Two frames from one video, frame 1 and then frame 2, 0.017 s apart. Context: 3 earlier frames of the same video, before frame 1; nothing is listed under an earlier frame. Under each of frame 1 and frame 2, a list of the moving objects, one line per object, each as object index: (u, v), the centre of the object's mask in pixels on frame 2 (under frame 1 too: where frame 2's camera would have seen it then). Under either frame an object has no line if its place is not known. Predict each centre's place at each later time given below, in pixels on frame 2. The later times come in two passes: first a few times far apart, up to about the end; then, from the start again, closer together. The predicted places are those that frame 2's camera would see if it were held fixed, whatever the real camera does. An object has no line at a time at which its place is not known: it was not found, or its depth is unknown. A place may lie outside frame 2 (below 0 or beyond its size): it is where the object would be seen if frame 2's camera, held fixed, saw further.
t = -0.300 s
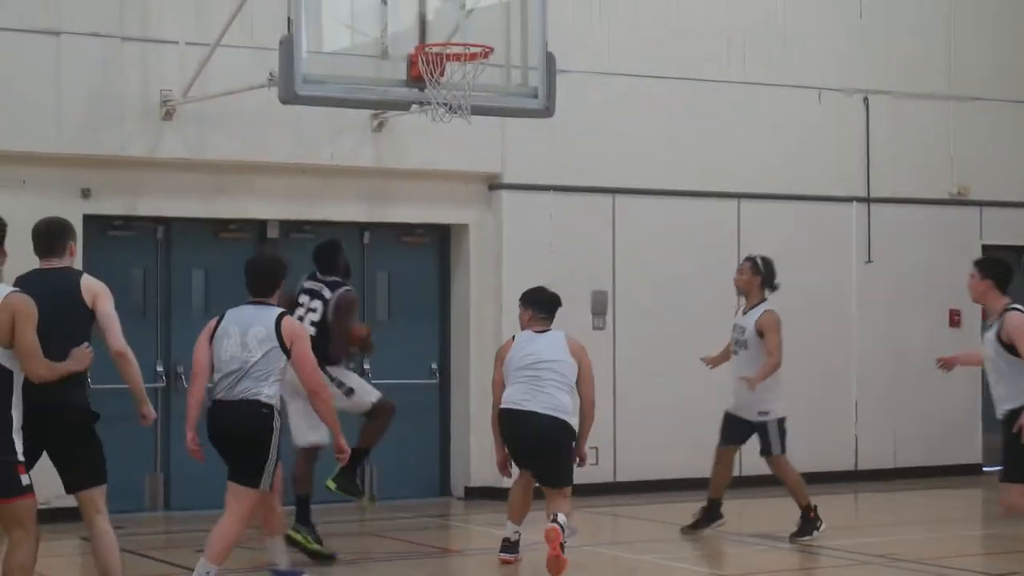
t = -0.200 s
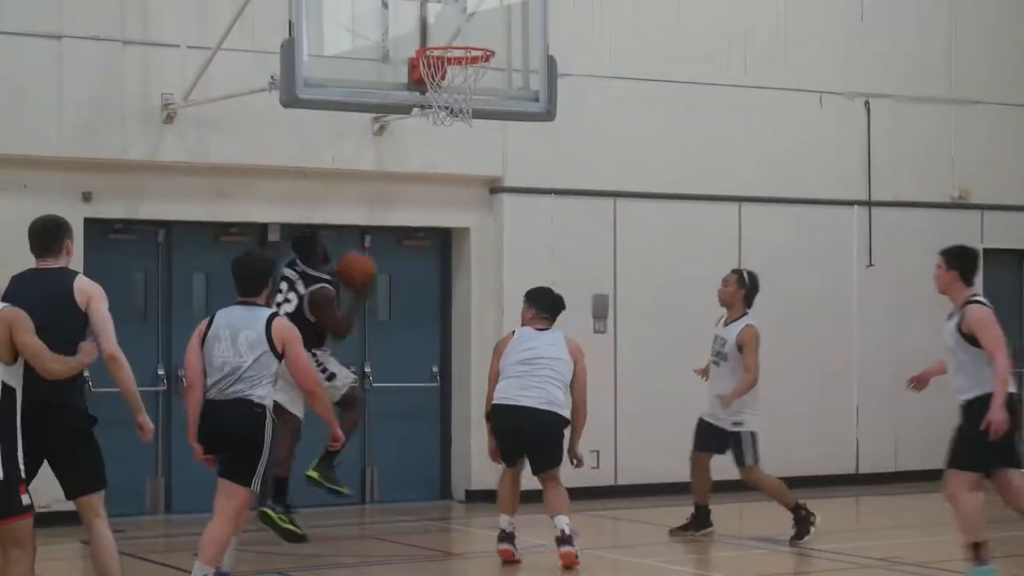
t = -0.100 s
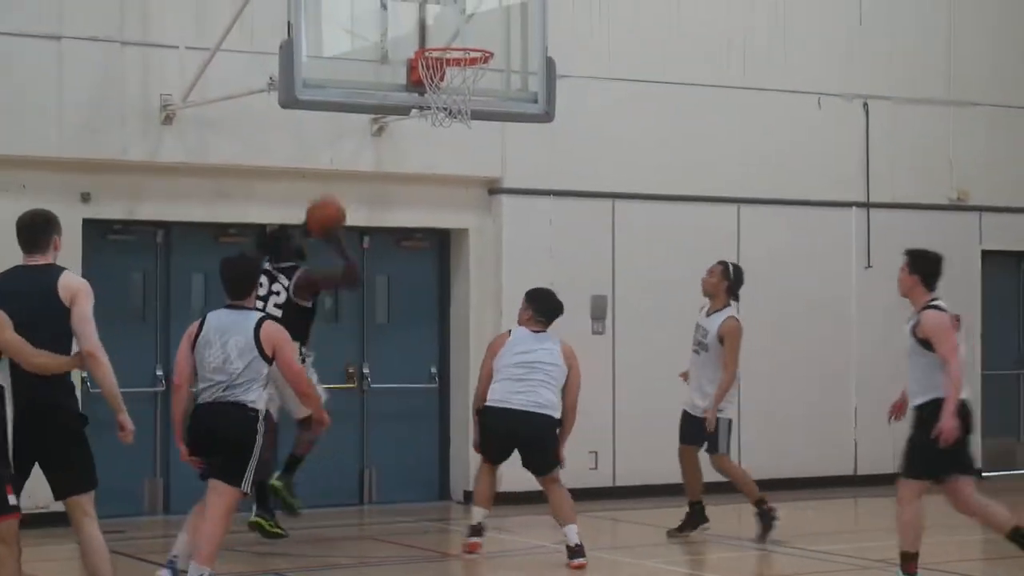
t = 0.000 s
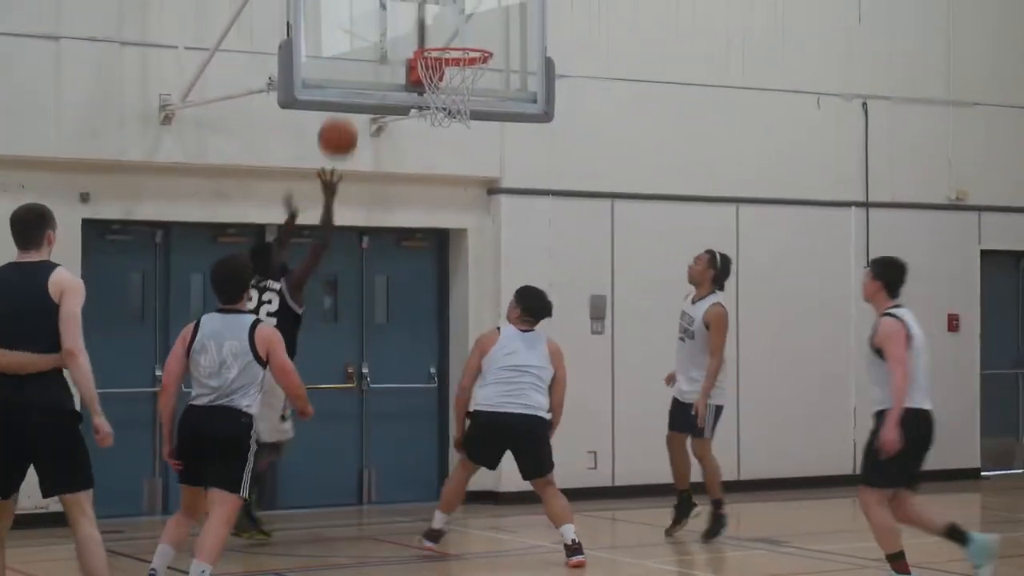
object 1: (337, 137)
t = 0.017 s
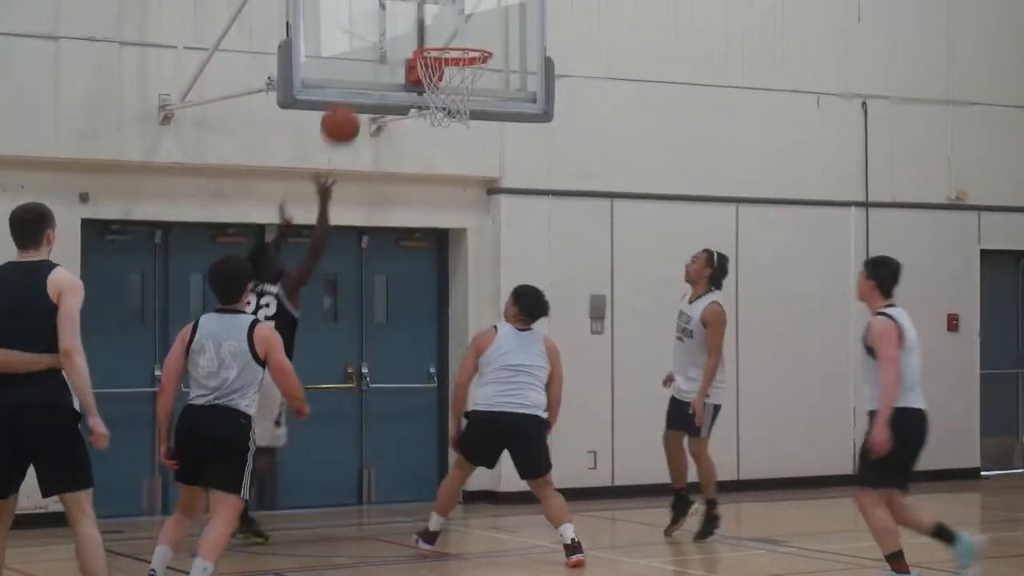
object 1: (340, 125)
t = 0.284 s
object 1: (388, 2)
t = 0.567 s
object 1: (434, -5)
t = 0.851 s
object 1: (457, 36)
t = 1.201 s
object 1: (426, 28)
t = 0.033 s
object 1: (343, 114)
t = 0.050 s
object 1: (345, 102)
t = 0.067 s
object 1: (349, 91)
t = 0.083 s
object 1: (352, 80)
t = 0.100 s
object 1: (356, 70)
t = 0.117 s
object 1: (359, 60)
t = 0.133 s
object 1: (362, 52)
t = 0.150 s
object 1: (364, 43)
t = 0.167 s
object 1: (367, 34)
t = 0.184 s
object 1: (371, 26)
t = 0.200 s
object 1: (373, 19)
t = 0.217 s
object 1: (376, 14)
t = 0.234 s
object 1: (379, 10)
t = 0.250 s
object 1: (382, 7)
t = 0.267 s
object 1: (385, 4)
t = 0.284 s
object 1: (388, 2)
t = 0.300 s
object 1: (390, 0)
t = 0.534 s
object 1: (428, -7)
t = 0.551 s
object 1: (431, -6)
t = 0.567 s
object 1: (434, -5)
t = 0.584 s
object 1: (437, -3)
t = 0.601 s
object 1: (439, -2)
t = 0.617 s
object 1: (443, 1)
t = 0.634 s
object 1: (445, 4)
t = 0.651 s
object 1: (447, 10)
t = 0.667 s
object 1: (450, 16)
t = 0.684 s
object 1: (452, 23)
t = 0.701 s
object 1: (454, 29)
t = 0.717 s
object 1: (457, 35)
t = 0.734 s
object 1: (459, 37)
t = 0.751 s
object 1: (459, 37)
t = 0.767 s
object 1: (459, 36)
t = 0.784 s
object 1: (458, 36)
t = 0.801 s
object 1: (458, 36)
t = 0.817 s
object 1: (458, 36)
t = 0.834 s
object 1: (458, 36)
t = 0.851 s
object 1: (457, 36)
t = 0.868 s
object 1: (455, 34)
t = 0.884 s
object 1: (453, 32)
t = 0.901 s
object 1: (451, 30)
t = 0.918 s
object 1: (449, 28)
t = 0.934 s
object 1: (448, 26)
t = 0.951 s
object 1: (446, 24)
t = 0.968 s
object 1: (444, 24)
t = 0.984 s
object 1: (441, 23)
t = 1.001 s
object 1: (439, 22)
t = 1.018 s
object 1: (438, 22)
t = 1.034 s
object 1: (436, 23)
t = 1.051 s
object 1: (433, 24)
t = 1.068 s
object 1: (431, 25)
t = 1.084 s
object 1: (429, 27)
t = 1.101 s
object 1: (427, 29)
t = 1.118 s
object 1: (425, 31)
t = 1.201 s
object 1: (426, 28)
